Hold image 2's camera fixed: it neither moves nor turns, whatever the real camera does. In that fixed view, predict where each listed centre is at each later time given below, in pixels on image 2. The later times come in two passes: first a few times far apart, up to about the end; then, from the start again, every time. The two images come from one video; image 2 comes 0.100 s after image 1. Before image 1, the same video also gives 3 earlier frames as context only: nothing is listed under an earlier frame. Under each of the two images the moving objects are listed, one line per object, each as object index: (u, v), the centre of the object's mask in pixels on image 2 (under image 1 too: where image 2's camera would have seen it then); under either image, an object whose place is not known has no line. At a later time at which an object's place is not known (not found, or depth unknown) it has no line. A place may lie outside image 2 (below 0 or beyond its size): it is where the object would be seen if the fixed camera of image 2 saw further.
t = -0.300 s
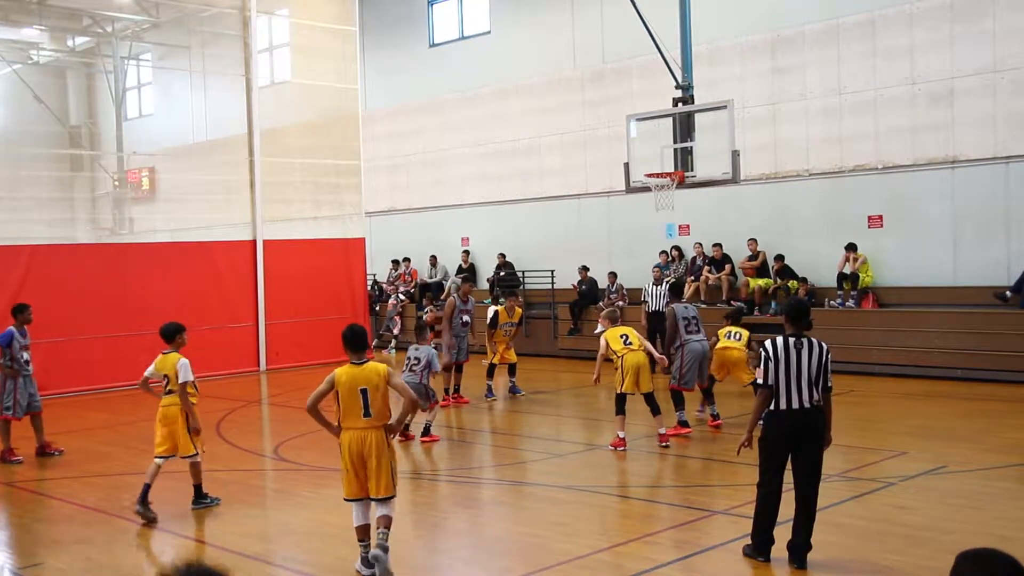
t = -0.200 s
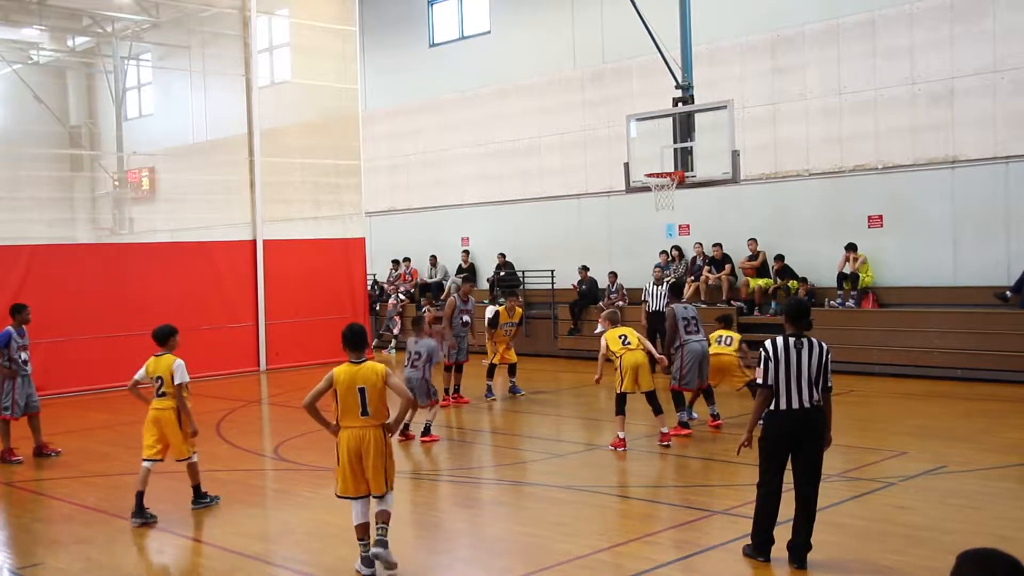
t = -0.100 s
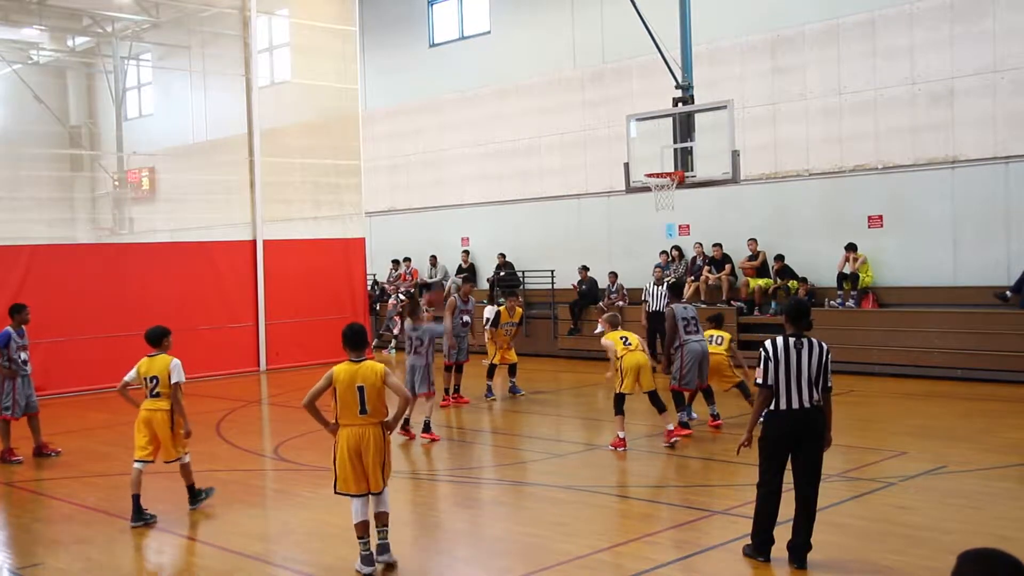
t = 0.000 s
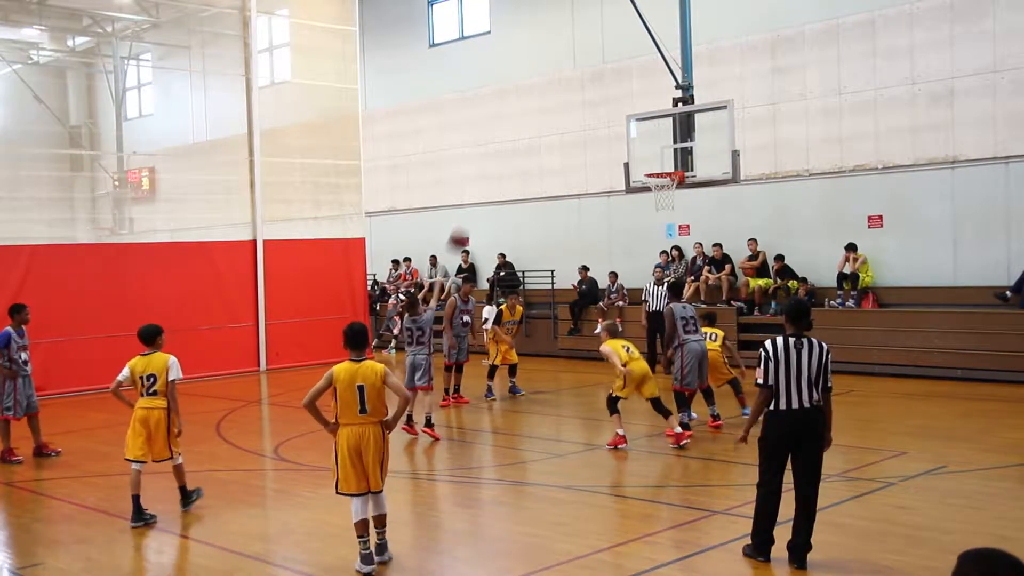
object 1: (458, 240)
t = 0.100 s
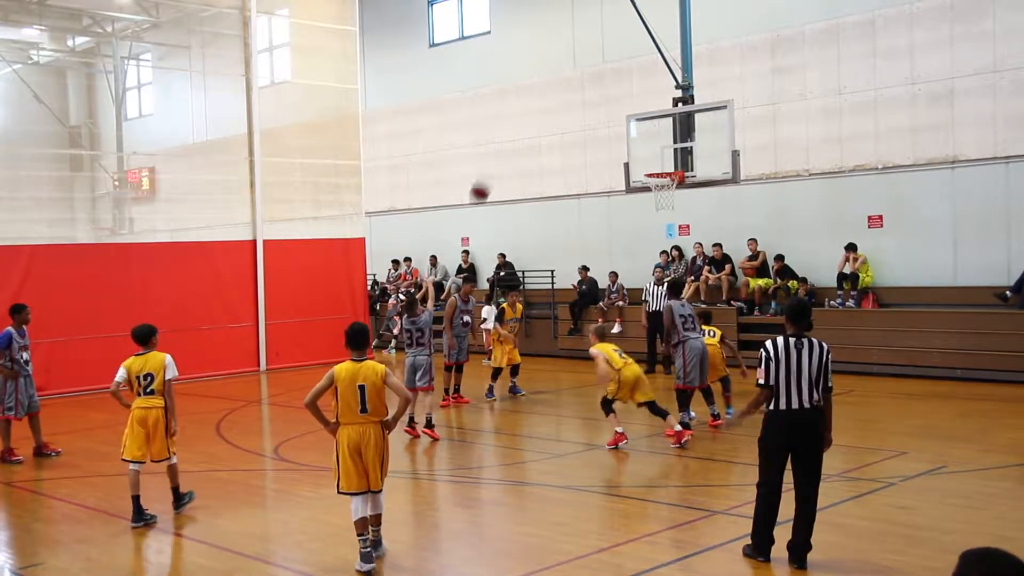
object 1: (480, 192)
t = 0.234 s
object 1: (508, 143)
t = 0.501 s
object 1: (562, 92)
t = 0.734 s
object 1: (606, 95)
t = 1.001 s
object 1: (655, 145)
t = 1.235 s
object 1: (644, 186)
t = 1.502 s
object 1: (649, 197)
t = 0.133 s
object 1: (487, 178)
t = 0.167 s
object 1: (494, 165)
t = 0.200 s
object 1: (500, 154)
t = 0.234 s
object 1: (508, 143)
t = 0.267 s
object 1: (514, 134)
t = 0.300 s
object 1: (522, 124)
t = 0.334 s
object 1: (528, 117)
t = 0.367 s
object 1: (535, 110)
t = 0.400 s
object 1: (542, 104)
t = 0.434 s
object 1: (548, 99)
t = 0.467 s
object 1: (555, 95)
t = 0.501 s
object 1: (562, 92)
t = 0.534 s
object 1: (568, 90)
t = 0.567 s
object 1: (575, 88)
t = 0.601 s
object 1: (581, 88)
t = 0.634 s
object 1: (587, 88)
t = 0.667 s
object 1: (594, 89)
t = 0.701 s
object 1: (600, 92)
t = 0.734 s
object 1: (606, 95)
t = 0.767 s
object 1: (612, 98)
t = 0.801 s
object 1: (618, 102)
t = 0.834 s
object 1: (624, 108)
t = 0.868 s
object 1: (630, 114)
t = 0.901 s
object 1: (636, 120)
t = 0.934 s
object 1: (643, 128)
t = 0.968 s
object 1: (649, 136)
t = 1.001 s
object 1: (655, 145)
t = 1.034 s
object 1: (660, 154)
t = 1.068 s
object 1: (665, 163)
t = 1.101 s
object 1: (668, 168)
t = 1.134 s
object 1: (661, 182)
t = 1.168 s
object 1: (652, 186)
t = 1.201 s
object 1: (647, 187)
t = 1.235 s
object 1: (644, 186)
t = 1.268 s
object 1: (642, 185)
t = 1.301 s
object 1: (641, 185)
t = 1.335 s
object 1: (641, 186)
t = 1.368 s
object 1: (642, 187)
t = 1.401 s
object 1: (644, 190)
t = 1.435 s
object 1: (646, 192)
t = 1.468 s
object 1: (647, 195)
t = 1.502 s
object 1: (649, 197)
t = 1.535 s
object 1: (652, 205)
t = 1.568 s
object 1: (654, 211)
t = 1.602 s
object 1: (656, 217)
